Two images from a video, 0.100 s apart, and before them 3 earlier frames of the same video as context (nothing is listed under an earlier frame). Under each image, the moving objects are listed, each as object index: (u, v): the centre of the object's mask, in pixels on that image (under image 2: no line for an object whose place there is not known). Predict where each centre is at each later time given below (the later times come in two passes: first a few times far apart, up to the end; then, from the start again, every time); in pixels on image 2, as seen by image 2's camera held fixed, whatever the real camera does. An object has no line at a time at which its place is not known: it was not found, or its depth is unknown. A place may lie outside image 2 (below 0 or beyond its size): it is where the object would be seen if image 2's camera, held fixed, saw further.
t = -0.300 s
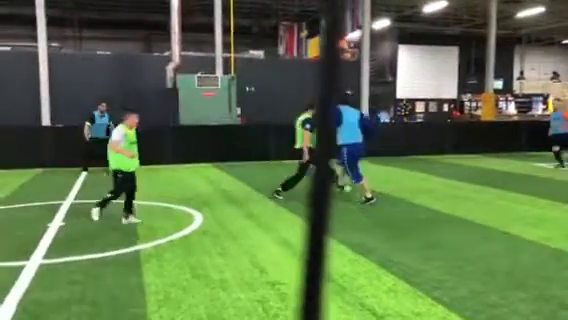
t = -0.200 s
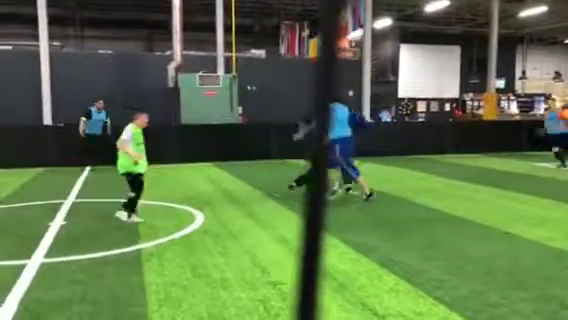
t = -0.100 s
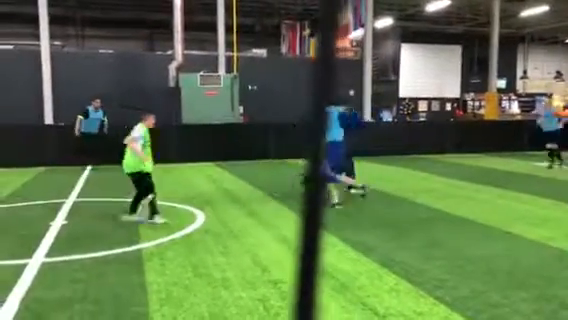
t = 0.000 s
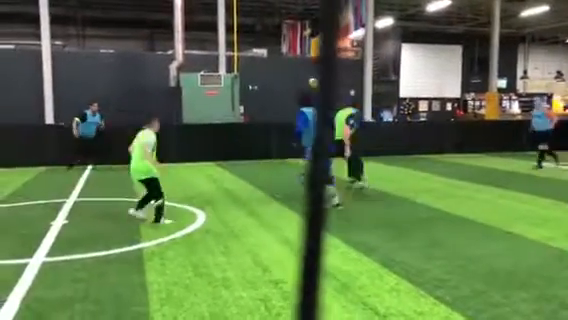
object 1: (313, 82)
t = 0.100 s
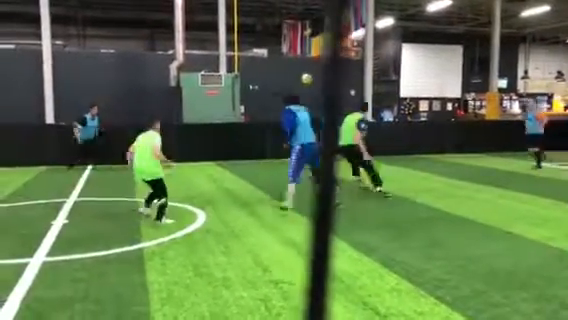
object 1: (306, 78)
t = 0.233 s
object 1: (296, 81)
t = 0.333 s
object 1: (289, 87)
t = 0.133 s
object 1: (304, 78)
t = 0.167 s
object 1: (301, 79)
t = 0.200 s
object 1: (298, 79)
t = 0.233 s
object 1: (296, 81)
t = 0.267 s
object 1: (294, 82)
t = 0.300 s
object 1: (292, 84)
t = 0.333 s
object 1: (289, 87)
